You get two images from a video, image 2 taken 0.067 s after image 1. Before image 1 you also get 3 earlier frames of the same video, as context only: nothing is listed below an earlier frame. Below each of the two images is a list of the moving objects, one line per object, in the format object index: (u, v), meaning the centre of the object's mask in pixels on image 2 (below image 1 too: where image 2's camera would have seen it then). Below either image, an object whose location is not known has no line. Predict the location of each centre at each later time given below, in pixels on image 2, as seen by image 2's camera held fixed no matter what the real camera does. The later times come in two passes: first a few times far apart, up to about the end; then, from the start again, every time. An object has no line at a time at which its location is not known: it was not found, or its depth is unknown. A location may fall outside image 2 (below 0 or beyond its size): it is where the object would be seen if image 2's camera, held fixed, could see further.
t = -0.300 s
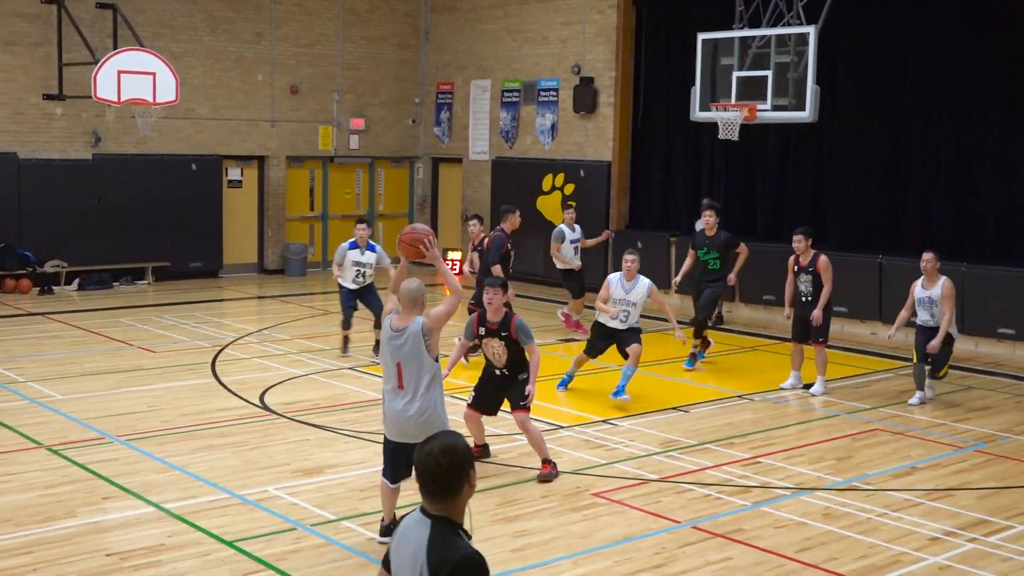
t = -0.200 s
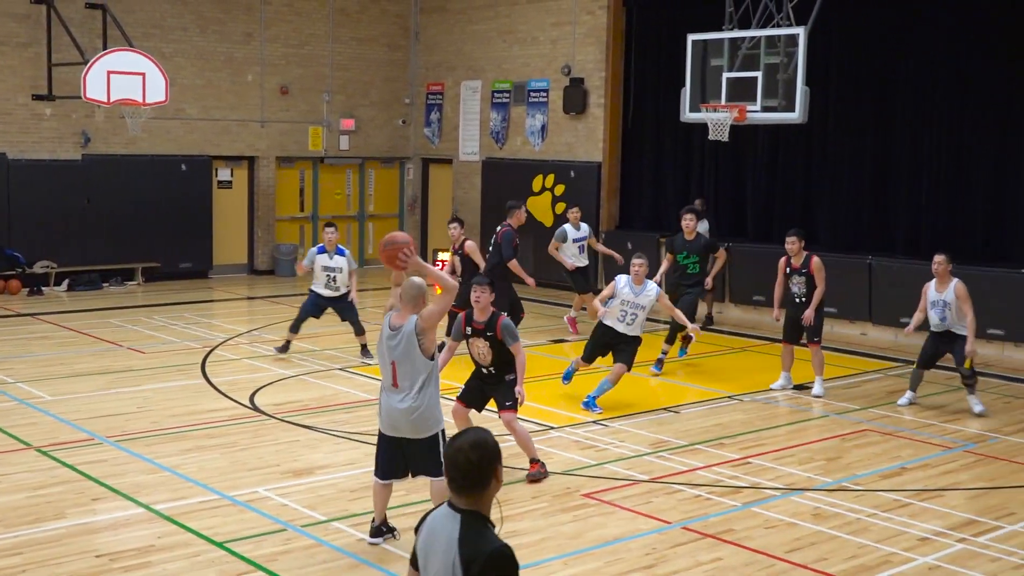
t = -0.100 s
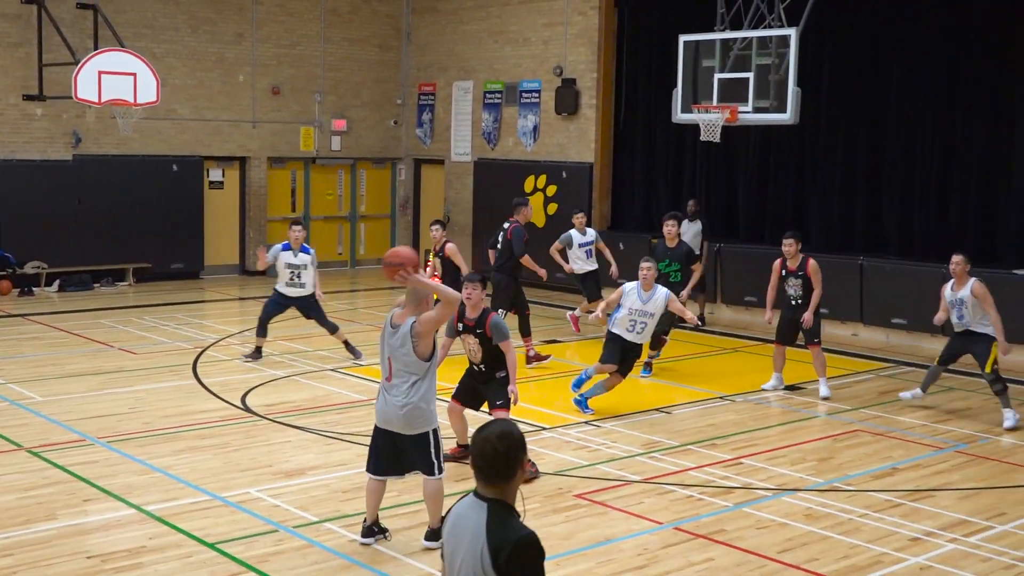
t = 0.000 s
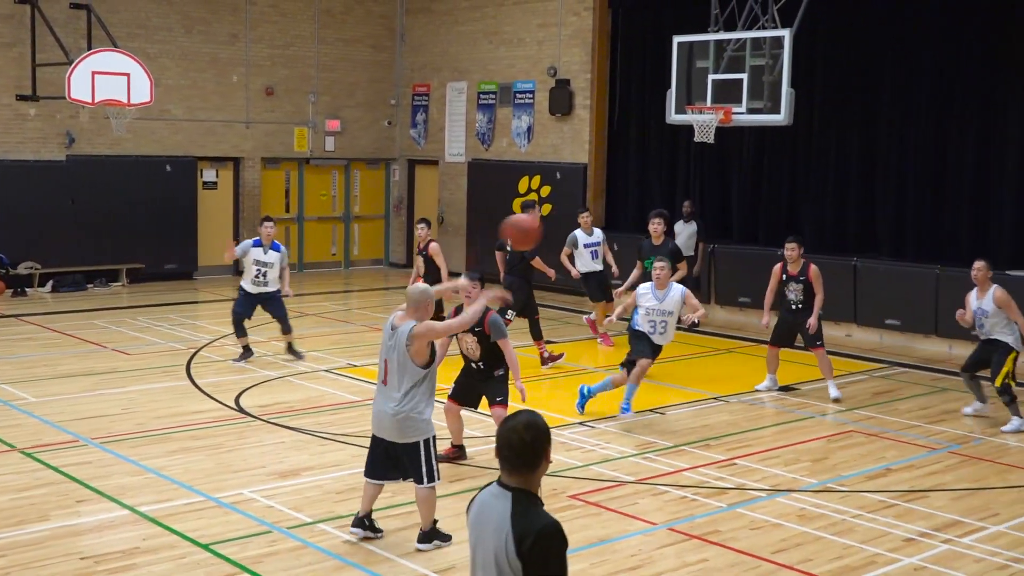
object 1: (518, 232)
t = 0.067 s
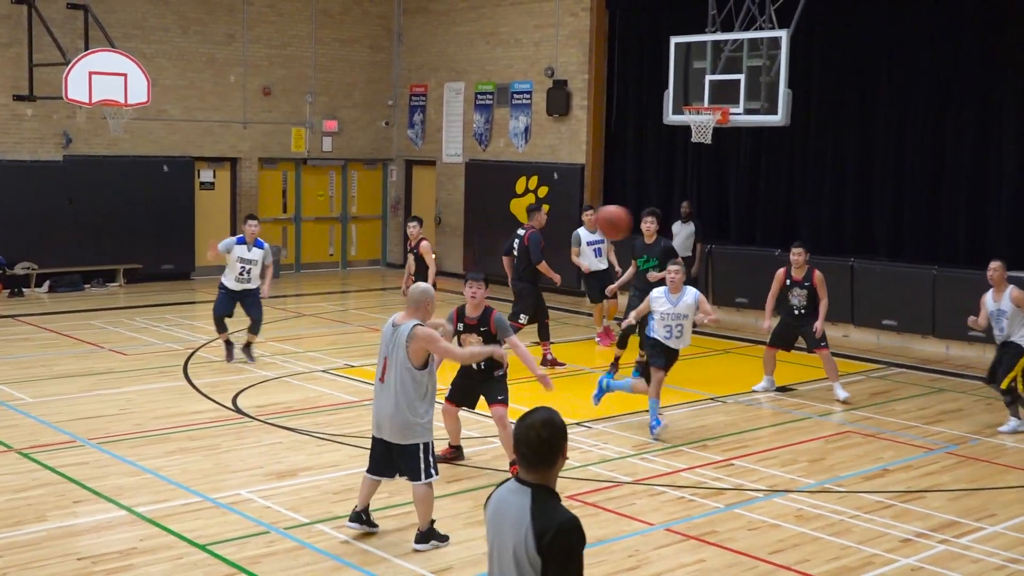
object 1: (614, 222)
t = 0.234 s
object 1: (812, 230)
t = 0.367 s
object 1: (945, 261)
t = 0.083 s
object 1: (632, 221)
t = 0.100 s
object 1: (655, 220)
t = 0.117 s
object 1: (675, 220)
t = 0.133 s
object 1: (698, 220)
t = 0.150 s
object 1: (718, 221)
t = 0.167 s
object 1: (737, 222)
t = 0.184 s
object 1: (757, 224)
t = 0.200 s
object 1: (776, 225)
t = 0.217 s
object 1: (794, 228)
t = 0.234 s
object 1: (812, 230)
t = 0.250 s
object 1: (830, 233)
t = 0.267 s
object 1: (847, 236)
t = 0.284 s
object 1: (865, 240)
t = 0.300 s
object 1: (881, 243)
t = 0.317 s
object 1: (898, 247)
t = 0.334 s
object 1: (914, 252)
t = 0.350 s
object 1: (930, 256)
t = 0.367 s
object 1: (945, 261)
